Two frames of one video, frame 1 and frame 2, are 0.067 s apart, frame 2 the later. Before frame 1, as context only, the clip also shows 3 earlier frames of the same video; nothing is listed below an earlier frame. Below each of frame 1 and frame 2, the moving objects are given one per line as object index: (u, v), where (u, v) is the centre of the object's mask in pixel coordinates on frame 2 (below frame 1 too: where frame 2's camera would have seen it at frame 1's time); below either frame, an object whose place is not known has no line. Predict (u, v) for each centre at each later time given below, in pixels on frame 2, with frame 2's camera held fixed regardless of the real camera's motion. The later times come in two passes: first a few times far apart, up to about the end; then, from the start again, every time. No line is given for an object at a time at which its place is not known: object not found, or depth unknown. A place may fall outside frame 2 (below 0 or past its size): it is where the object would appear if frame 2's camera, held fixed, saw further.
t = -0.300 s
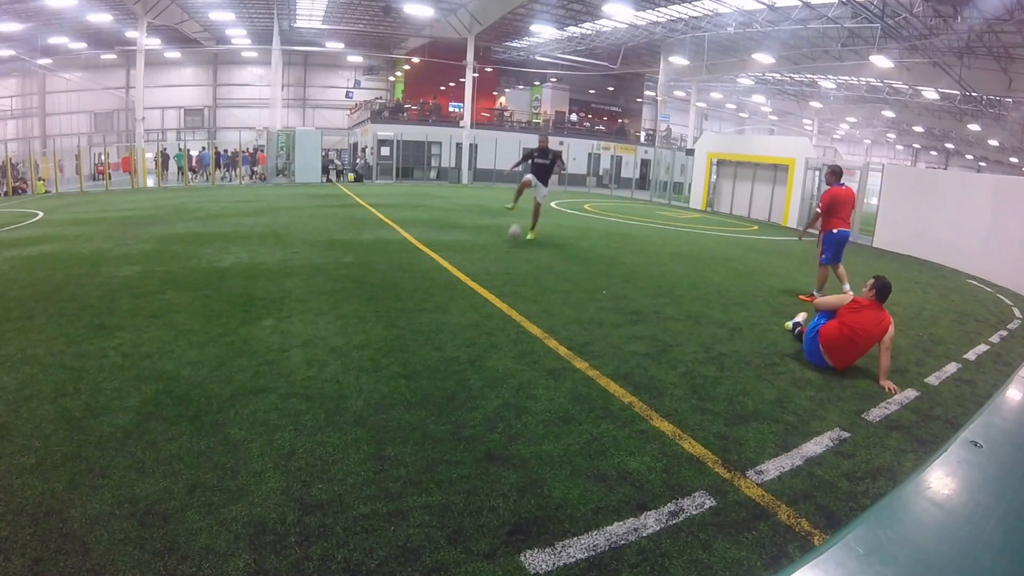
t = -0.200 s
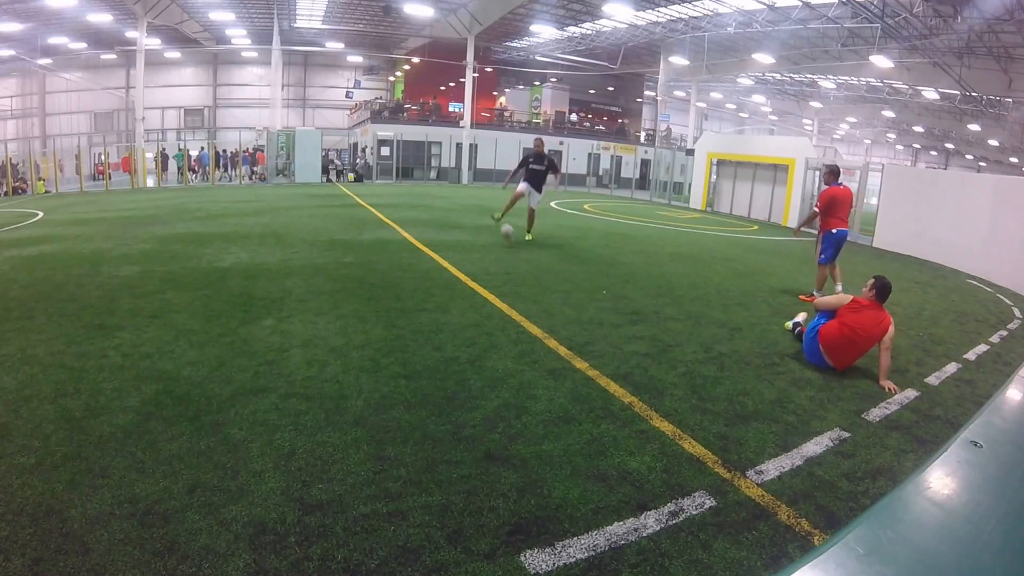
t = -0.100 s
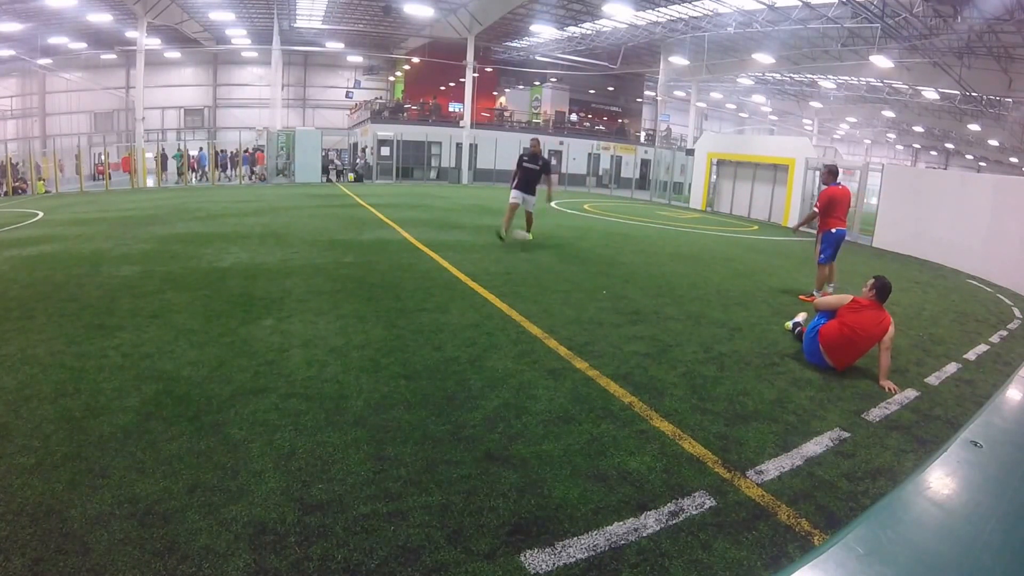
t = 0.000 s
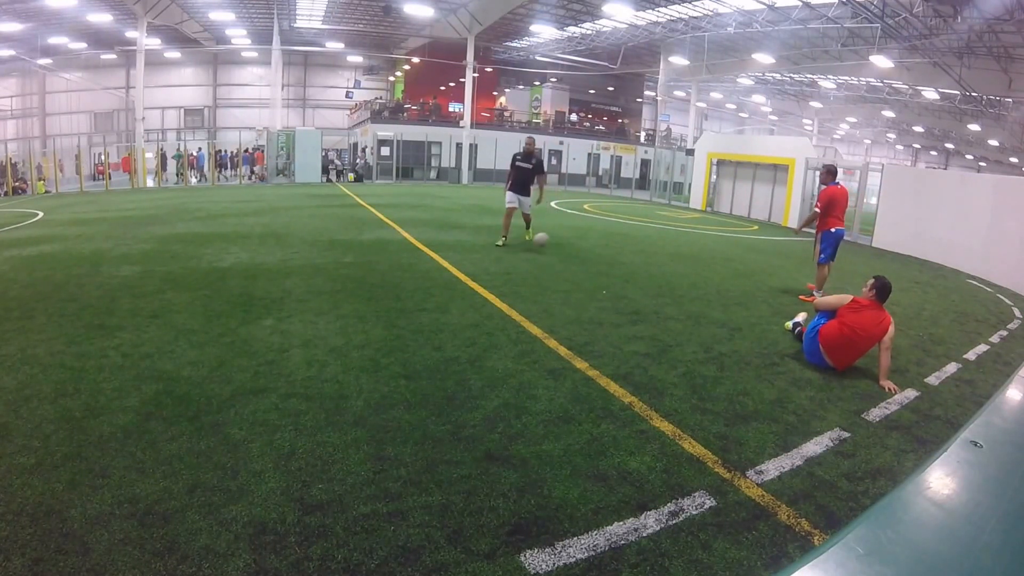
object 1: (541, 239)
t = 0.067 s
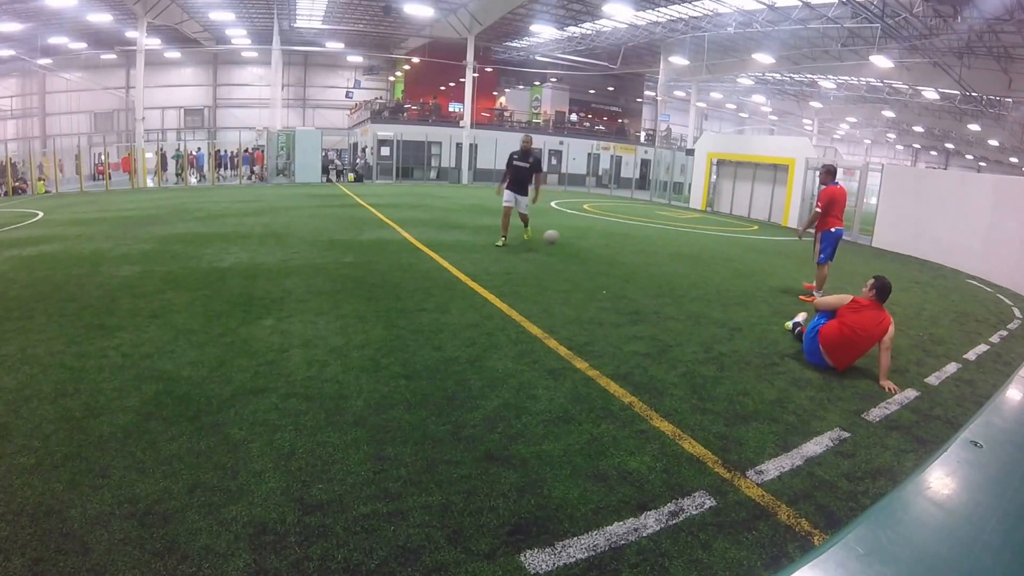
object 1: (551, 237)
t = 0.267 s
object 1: (580, 245)
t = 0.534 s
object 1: (622, 249)
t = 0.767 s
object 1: (660, 259)
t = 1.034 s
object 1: (703, 268)
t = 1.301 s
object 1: (745, 277)
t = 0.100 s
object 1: (556, 236)
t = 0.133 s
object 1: (560, 236)
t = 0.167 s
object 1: (565, 237)
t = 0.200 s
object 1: (570, 239)
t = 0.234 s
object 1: (575, 241)
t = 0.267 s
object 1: (580, 245)
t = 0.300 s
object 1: (584, 249)
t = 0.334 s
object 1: (589, 252)
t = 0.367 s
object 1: (595, 249)
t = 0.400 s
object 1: (600, 248)
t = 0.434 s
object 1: (606, 248)
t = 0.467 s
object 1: (611, 247)
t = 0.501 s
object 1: (617, 248)
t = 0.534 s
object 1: (622, 249)
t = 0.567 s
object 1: (628, 251)
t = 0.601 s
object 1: (633, 255)
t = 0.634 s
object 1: (639, 258)
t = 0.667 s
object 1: (644, 261)
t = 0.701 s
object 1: (649, 259)
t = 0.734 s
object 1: (655, 259)
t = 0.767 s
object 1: (660, 259)
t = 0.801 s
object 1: (665, 260)
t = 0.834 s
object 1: (671, 262)
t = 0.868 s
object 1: (676, 264)
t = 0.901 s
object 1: (681, 268)
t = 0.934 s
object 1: (686, 268)
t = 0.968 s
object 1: (692, 267)
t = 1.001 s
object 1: (698, 267)
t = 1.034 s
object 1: (703, 268)
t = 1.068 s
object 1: (708, 271)
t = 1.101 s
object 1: (714, 272)
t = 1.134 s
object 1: (719, 273)
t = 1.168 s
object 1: (724, 274)
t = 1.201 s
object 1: (729, 275)
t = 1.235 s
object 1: (735, 277)
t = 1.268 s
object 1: (740, 276)
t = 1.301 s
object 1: (745, 277)
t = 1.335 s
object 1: (750, 279)
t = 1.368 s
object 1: (755, 281)
